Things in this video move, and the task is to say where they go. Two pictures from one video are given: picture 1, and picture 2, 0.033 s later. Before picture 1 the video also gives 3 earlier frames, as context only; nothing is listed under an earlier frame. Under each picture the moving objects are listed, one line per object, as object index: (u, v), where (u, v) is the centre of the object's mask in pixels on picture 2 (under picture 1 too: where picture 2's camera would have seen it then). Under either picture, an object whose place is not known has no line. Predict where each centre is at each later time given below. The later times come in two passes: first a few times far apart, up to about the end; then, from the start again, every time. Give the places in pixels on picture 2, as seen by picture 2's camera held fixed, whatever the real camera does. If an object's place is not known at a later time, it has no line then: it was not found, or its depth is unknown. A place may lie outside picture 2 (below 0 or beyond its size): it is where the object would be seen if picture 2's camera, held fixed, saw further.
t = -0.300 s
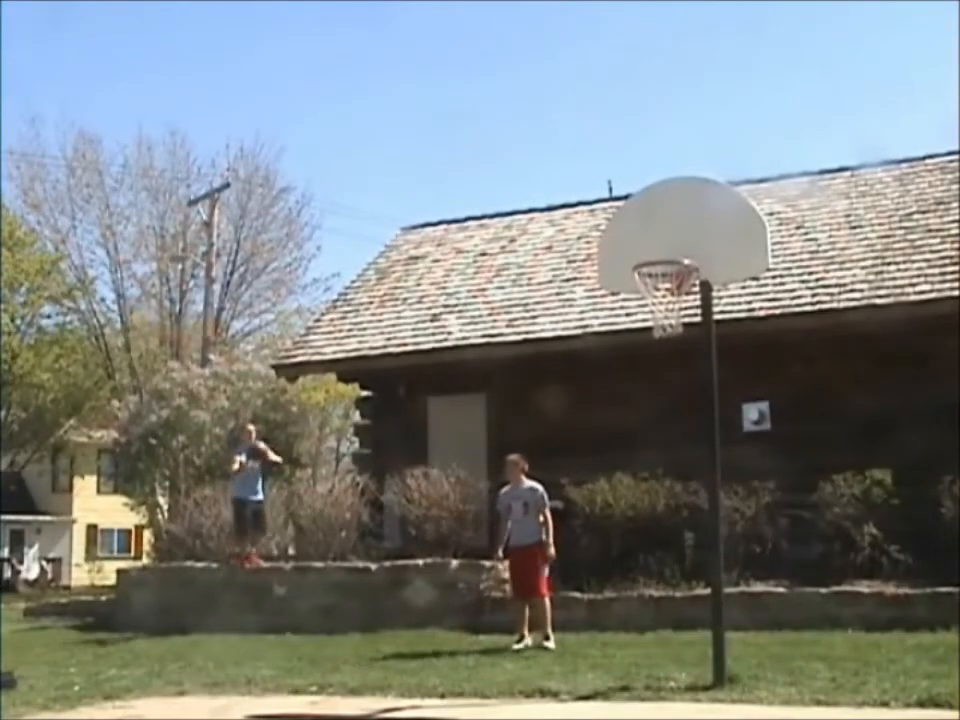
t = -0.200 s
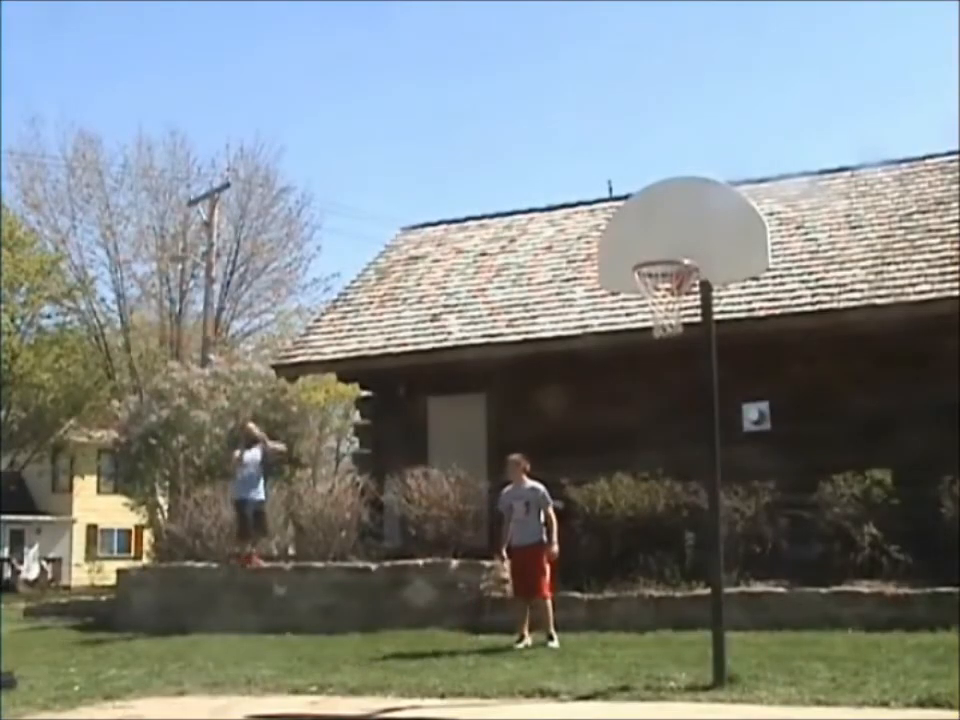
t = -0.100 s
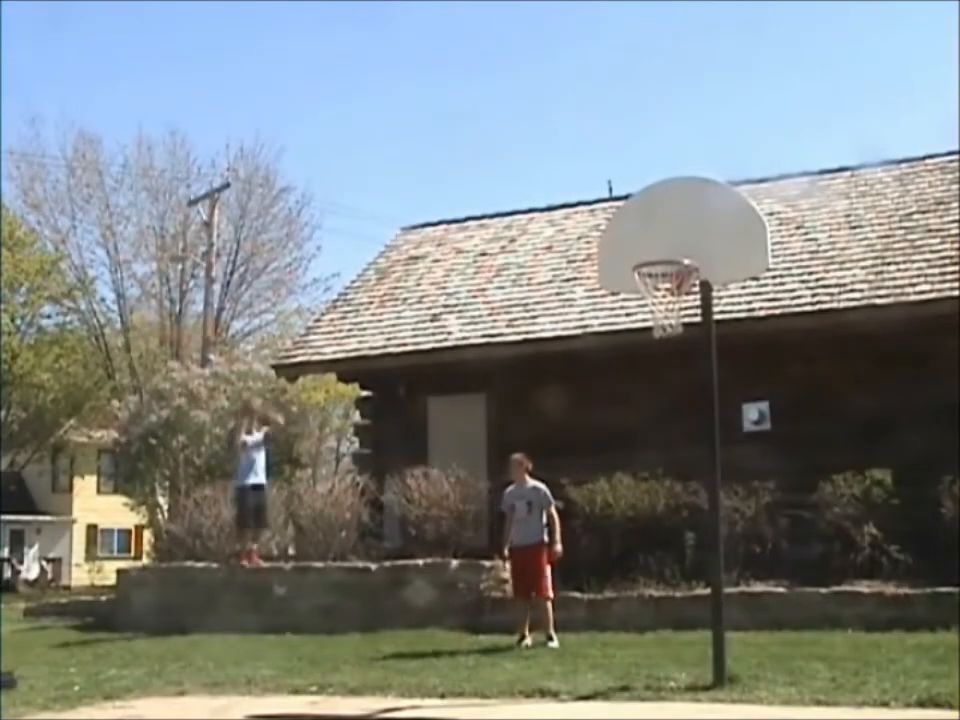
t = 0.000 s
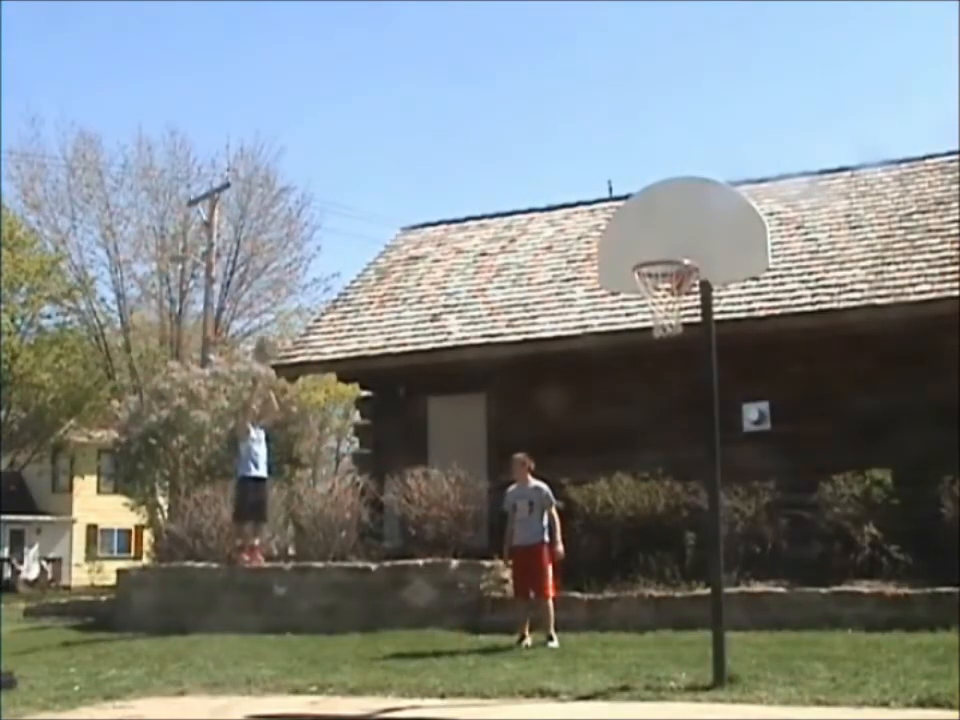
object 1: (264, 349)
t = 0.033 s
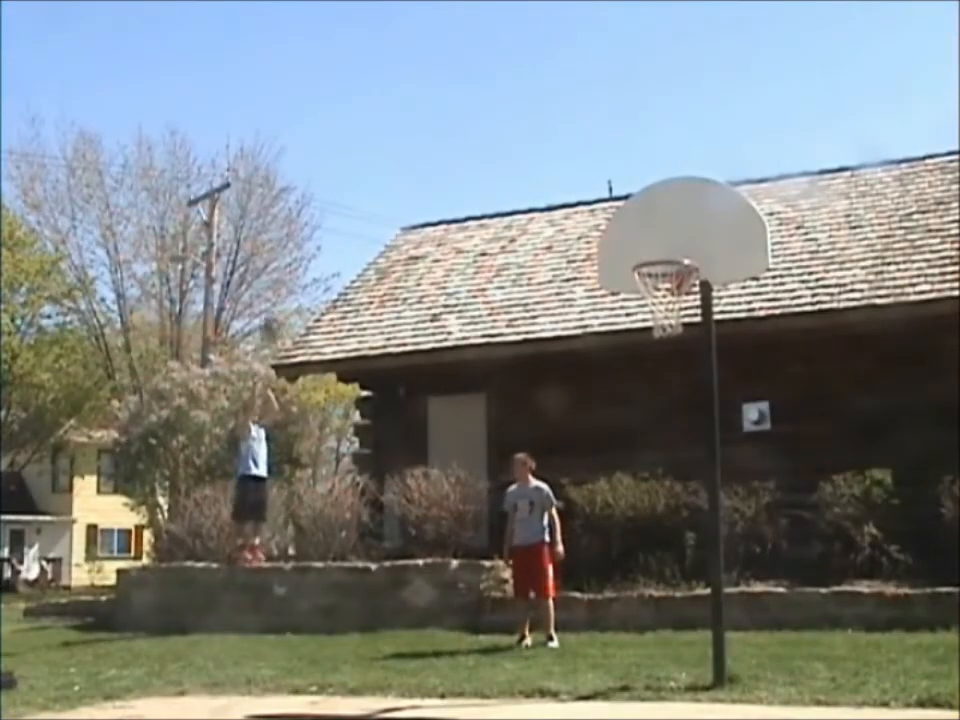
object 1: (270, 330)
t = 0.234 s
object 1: (312, 214)
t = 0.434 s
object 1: (356, 129)
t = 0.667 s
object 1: (413, 67)
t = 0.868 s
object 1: (468, 52)
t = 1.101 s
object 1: (544, 86)
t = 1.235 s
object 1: (593, 137)
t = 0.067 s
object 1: (278, 306)
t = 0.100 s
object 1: (284, 286)
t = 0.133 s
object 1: (291, 269)
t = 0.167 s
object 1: (298, 250)
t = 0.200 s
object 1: (305, 232)
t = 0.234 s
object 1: (312, 214)
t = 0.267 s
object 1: (320, 198)
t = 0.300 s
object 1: (327, 182)
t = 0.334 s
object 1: (334, 167)
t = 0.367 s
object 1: (341, 154)
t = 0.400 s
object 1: (349, 141)
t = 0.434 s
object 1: (356, 129)
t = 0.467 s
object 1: (364, 117)
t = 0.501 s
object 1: (372, 107)
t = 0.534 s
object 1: (380, 97)
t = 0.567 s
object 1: (388, 88)
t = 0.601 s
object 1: (396, 80)
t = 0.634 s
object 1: (405, 73)
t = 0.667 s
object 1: (413, 67)
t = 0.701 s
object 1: (421, 62)
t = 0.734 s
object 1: (430, 58)
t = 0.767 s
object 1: (439, 54)
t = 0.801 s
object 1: (448, 52)
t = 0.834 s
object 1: (458, 51)
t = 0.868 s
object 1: (468, 52)
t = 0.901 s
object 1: (478, 52)
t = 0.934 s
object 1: (488, 55)
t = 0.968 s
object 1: (499, 58)
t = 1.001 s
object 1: (509, 63)
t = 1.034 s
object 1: (521, 69)
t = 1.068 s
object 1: (531, 77)
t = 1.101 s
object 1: (544, 86)
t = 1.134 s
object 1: (555, 96)
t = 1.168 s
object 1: (567, 108)
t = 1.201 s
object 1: (580, 121)
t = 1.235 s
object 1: (593, 137)
